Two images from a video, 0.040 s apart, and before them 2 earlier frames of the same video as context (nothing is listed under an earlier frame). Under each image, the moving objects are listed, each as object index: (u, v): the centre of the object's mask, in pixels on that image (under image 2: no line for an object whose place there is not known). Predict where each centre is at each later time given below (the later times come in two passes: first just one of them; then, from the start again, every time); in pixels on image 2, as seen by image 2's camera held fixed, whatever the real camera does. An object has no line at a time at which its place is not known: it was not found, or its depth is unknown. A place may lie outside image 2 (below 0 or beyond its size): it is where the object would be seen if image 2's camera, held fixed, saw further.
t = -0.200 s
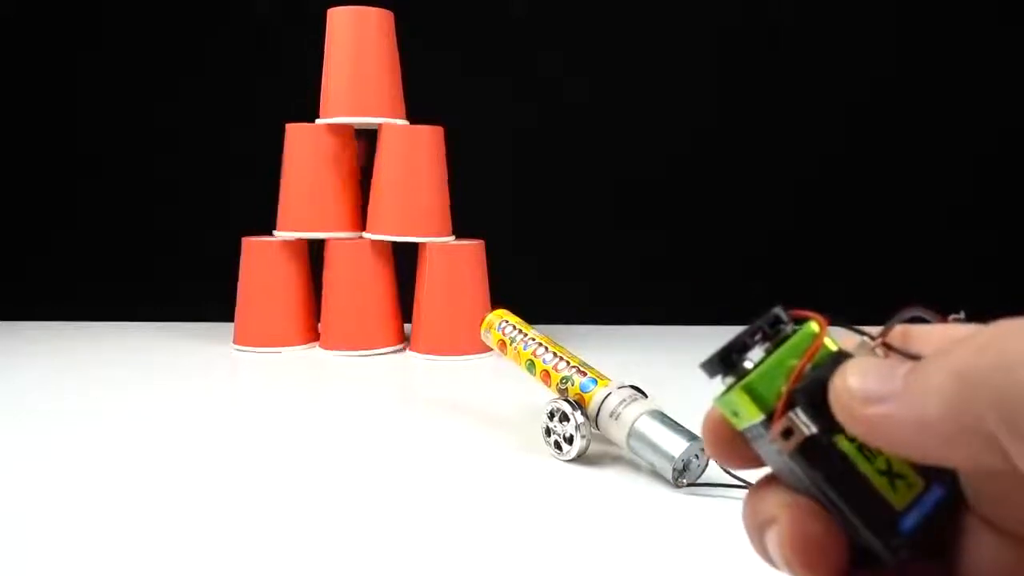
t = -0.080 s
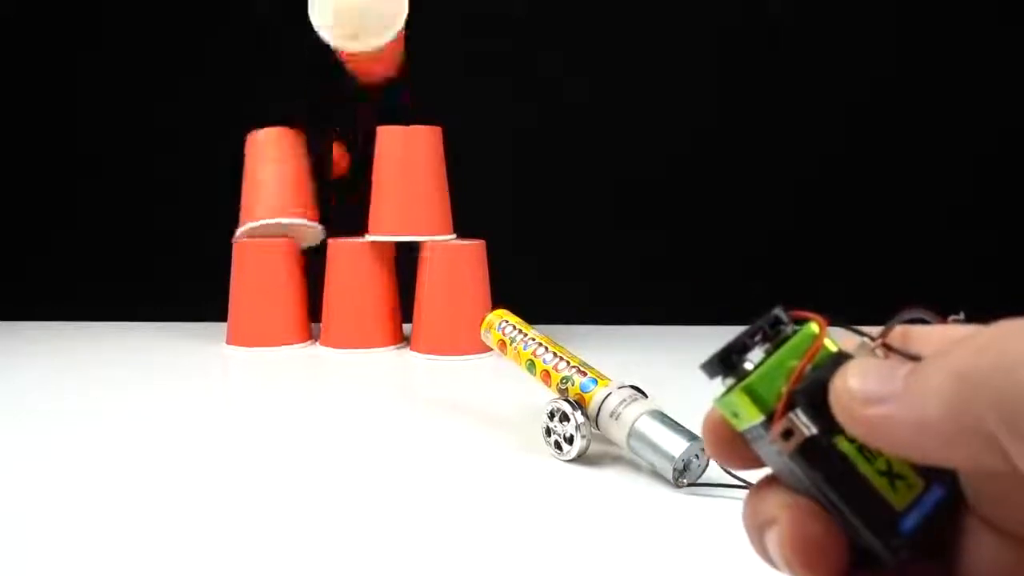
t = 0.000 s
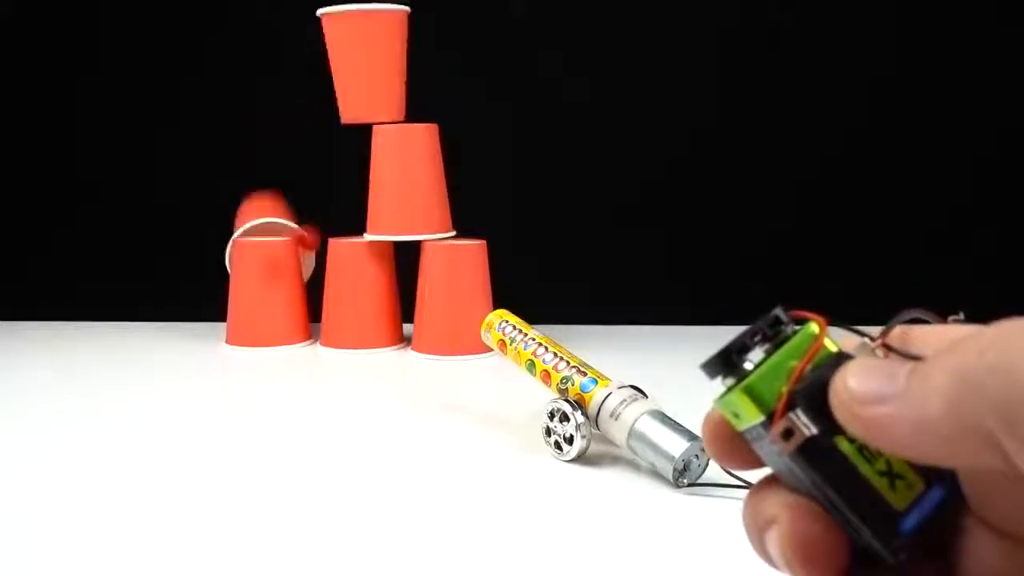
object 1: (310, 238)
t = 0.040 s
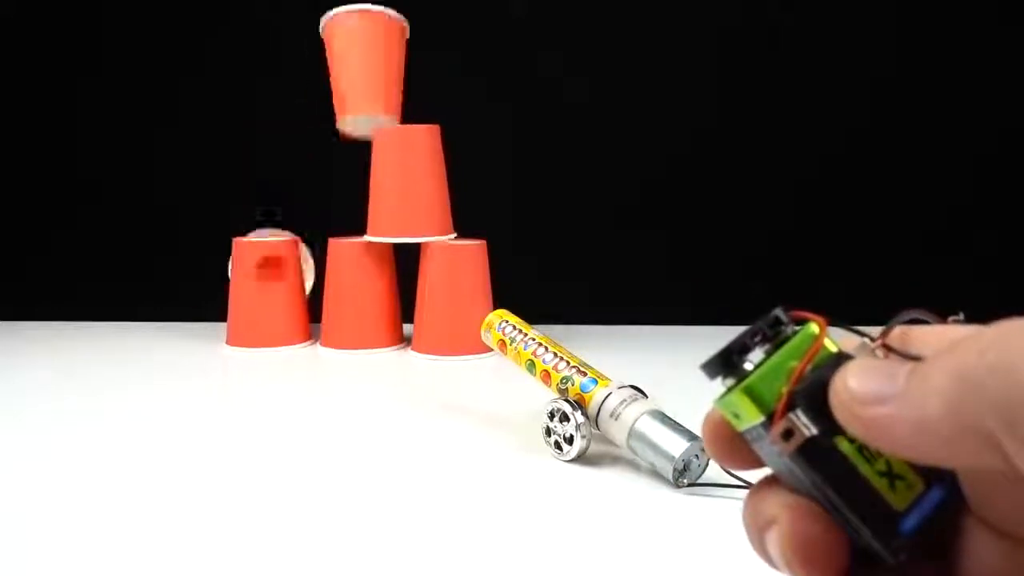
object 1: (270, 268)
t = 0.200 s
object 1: (156, 296)
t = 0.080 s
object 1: (240, 320)
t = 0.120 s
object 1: (205, 333)
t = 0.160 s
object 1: (181, 307)
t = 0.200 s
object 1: (156, 296)
